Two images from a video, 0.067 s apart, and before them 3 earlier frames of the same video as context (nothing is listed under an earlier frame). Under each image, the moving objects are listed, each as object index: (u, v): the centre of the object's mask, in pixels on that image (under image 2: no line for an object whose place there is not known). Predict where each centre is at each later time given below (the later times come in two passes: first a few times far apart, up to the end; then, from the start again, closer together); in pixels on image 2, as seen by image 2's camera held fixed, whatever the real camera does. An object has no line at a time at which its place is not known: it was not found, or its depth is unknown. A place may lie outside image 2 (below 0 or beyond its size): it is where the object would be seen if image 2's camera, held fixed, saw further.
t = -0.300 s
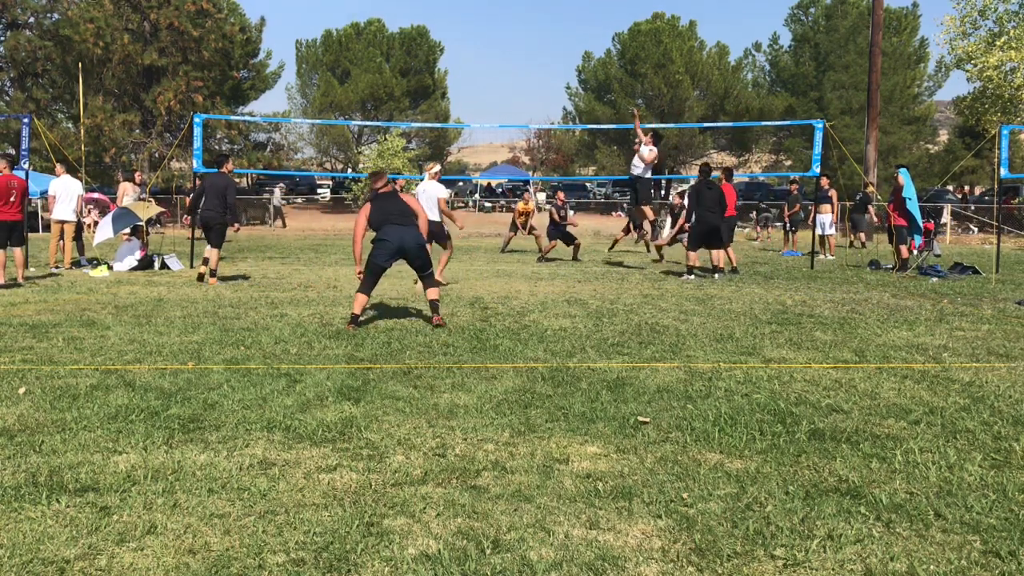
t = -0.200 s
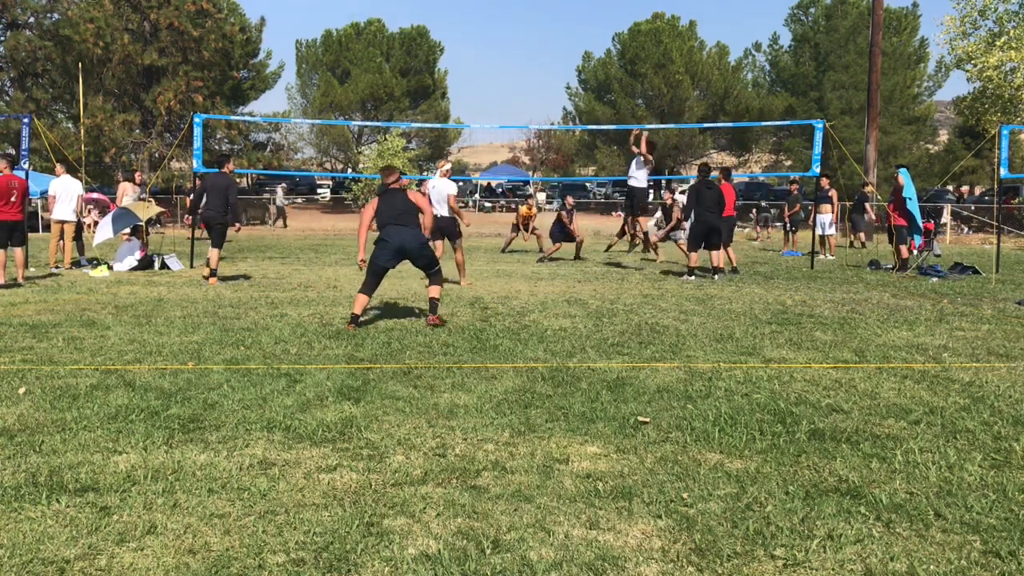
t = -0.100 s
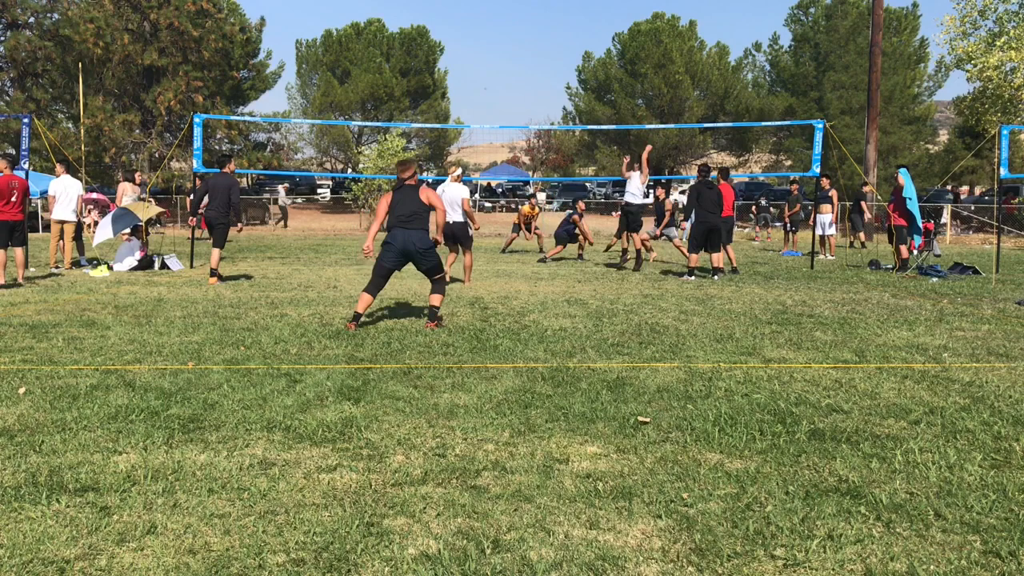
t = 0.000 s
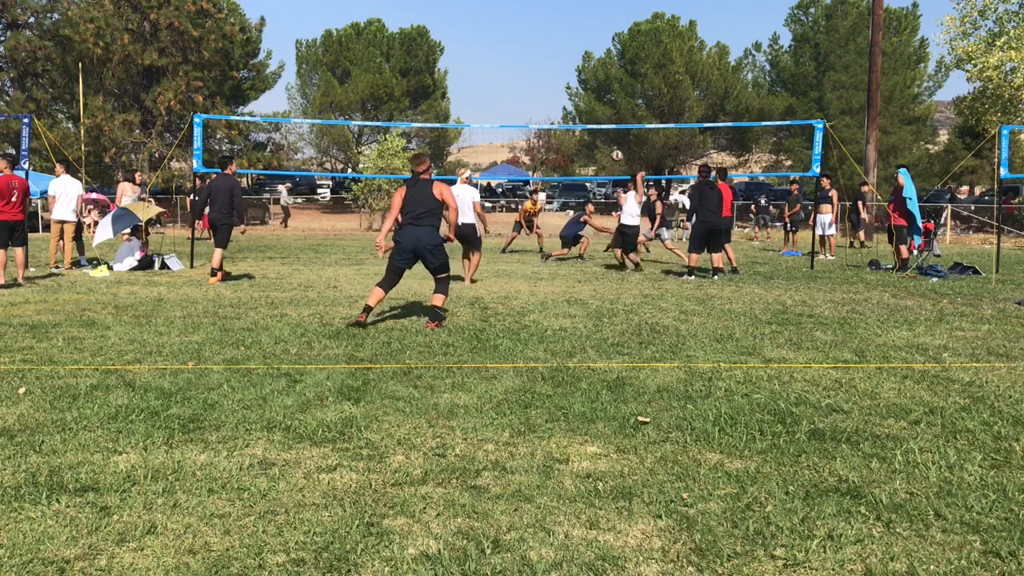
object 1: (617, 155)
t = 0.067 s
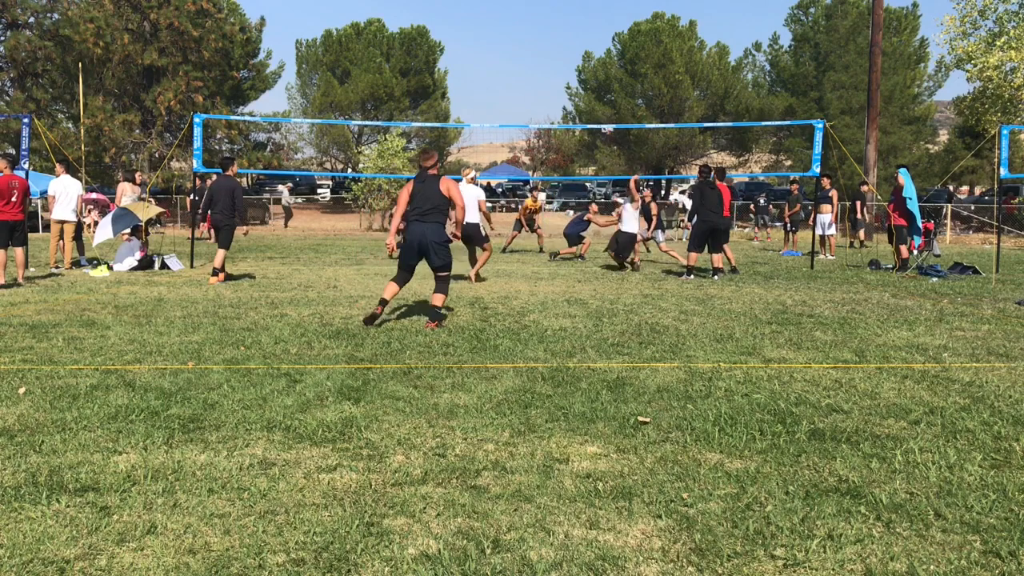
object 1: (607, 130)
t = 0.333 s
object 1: (567, 54)
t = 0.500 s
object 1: (542, 28)
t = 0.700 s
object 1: (514, 19)
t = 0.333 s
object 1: (567, 54)
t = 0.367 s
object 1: (562, 47)
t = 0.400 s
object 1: (557, 42)
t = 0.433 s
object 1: (552, 36)
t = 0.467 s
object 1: (547, 32)
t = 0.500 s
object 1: (542, 28)
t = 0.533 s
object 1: (538, 25)
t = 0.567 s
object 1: (533, 22)
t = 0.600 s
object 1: (528, 20)
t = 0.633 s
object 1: (523, 19)
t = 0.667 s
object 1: (518, 19)
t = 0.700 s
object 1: (514, 19)
